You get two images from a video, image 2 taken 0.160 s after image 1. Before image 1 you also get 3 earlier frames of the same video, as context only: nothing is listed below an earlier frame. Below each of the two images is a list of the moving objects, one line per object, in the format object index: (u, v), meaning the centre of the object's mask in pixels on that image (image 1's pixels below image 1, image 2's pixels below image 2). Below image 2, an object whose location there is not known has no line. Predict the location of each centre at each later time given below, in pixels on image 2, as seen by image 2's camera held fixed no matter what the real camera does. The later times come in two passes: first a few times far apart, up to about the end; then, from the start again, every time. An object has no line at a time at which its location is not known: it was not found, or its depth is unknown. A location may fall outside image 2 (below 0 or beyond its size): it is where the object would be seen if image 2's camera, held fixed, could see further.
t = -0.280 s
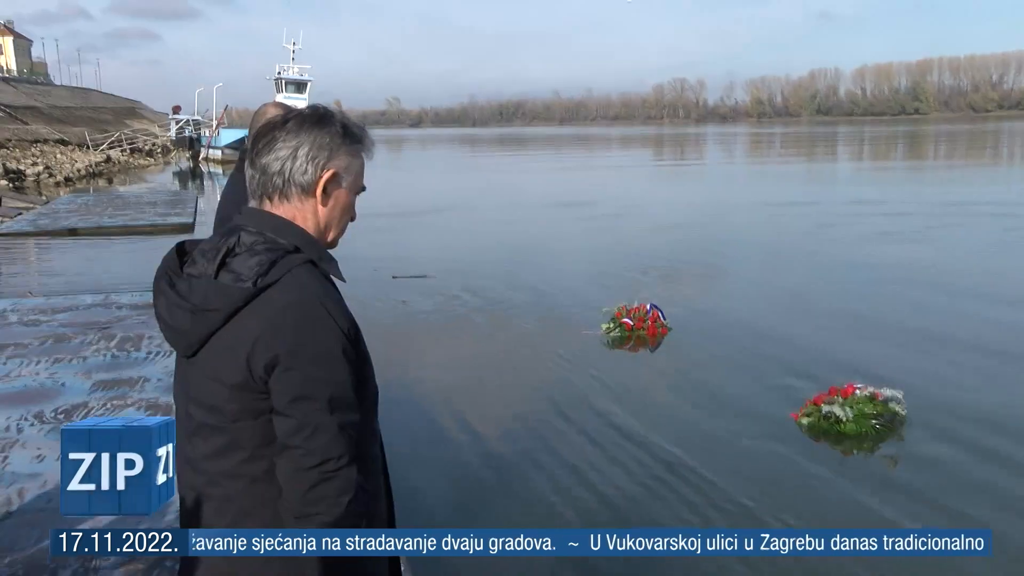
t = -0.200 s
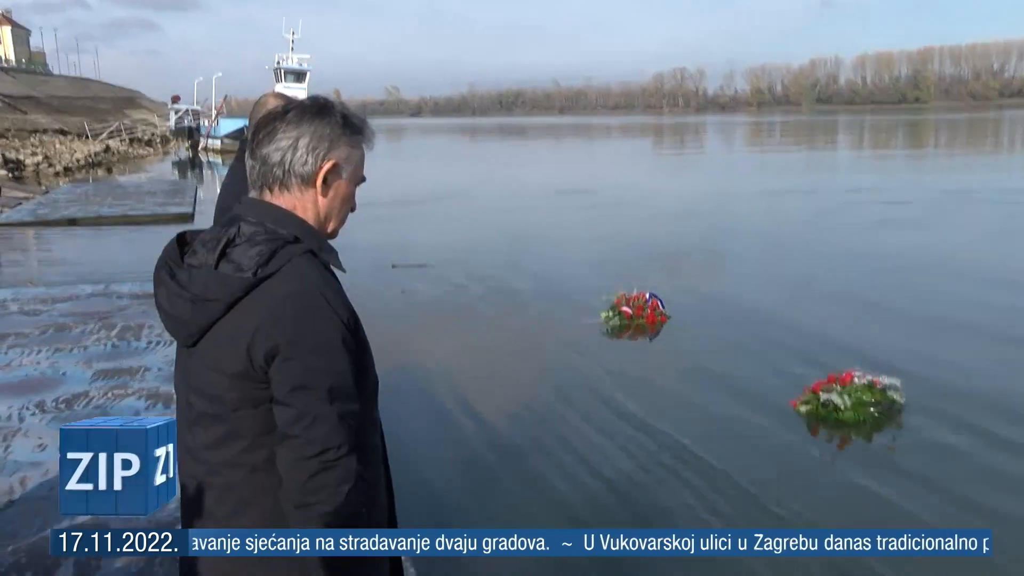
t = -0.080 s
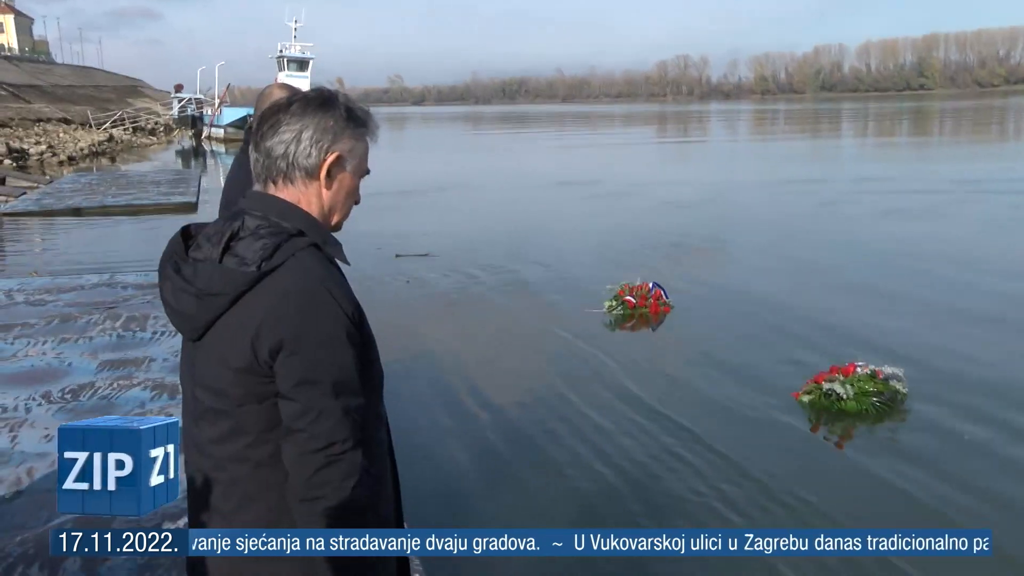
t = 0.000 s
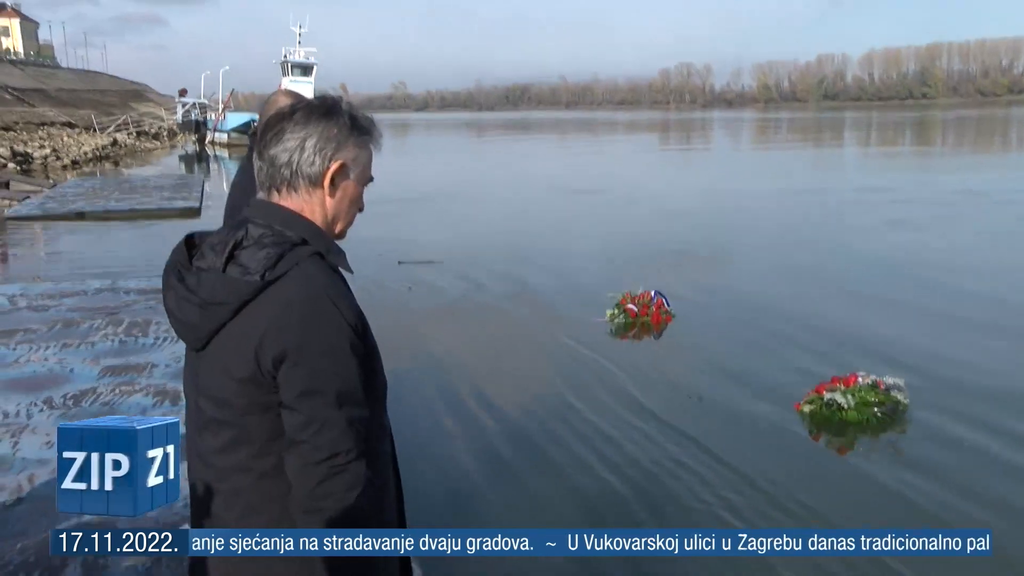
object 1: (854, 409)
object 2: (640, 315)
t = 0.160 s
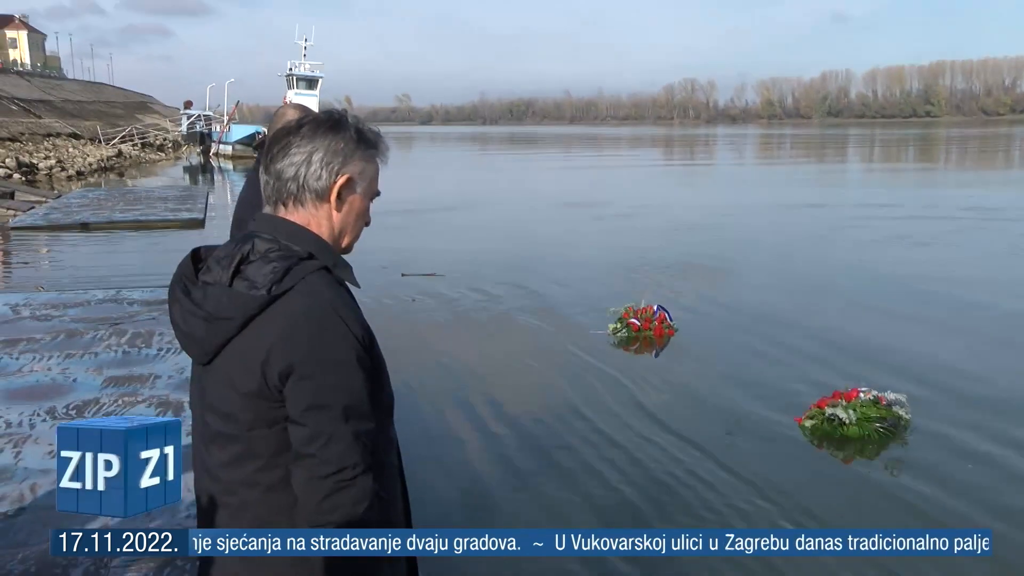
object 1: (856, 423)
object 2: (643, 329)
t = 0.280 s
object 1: (857, 422)
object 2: (642, 329)
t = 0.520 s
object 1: (850, 419)
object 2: (640, 326)
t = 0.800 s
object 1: (846, 419)
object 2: (638, 326)
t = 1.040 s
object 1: (844, 420)
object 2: (637, 326)
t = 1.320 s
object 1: (839, 417)
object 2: (637, 325)
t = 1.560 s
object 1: (837, 416)
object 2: (636, 325)
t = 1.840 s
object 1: (830, 414)
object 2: (633, 325)
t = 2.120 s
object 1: (828, 410)
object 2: (632, 322)
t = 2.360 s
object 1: (823, 411)
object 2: (631, 322)
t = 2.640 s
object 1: (818, 410)
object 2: (629, 321)
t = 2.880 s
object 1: (814, 408)
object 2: (627, 319)
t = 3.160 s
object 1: (812, 407)
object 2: (626, 319)
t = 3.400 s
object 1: (810, 408)
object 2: (624, 320)
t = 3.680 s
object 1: (808, 403)
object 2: (626, 318)
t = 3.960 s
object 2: (623, 318)
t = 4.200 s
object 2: (623, 317)
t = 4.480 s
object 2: (621, 315)
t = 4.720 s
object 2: (620, 314)
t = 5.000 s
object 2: (618, 314)
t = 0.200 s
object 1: (856, 422)
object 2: (642, 329)
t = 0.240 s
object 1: (857, 422)
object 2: (642, 329)
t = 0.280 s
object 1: (857, 422)
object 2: (642, 329)
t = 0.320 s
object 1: (856, 421)
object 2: (641, 328)
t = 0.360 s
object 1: (856, 421)
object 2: (641, 328)
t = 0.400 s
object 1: (854, 421)
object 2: (641, 328)
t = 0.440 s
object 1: (852, 421)
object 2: (640, 328)
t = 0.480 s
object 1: (851, 420)
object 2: (640, 327)
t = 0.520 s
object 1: (850, 419)
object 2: (640, 326)
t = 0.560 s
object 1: (849, 419)
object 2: (640, 326)
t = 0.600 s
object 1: (849, 419)
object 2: (639, 326)
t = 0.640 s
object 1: (848, 419)
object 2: (639, 326)
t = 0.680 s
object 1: (847, 420)
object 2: (639, 327)
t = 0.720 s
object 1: (847, 420)
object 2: (639, 326)
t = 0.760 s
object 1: (847, 420)
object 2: (639, 326)
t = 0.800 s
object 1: (846, 419)
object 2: (638, 326)
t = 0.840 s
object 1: (846, 419)
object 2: (638, 326)
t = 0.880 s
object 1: (846, 419)
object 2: (638, 326)
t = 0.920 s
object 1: (845, 418)
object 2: (638, 326)
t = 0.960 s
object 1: (845, 418)
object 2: (638, 326)
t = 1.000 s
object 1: (845, 419)
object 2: (638, 326)
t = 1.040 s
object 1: (844, 420)
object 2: (637, 326)
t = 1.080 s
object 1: (844, 420)
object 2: (637, 326)
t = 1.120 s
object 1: (844, 420)
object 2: (637, 326)
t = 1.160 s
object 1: (842, 419)
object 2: (637, 326)
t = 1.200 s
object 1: (841, 419)
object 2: (637, 326)
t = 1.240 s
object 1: (841, 418)
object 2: (637, 326)
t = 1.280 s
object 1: (840, 418)
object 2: (637, 326)
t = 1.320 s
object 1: (839, 417)
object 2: (637, 325)
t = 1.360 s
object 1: (839, 417)
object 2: (637, 325)
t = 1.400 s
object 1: (839, 417)
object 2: (637, 325)
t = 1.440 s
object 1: (839, 416)
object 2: (636, 326)
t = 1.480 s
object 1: (839, 416)
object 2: (636, 325)
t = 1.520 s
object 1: (838, 416)
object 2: (636, 325)
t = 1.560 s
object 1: (837, 416)
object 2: (636, 325)
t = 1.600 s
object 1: (836, 416)
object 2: (635, 325)
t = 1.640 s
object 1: (834, 416)
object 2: (635, 325)
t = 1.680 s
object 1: (833, 415)
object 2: (634, 325)
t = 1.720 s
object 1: (832, 415)
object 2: (634, 325)
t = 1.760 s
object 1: (831, 415)
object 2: (634, 324)
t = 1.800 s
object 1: (831, 414)
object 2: (633, 325)
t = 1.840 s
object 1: (830, 414)
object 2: (633, 325)
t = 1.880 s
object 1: (830, 413)
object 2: (633, 325)
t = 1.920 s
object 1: (829, 412)
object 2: (633, 324)
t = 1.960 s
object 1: (830, 411)
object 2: (633, 324)
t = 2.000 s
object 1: (830, 411)
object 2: (633, 324)
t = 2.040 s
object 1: (829, 410)
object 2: (632, 323)
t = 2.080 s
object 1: (829, 410)
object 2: (632, 323)
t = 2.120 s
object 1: (828, 410)
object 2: (632, 322)
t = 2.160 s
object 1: (826, 412)
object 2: (632, 322)
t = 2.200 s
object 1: (825, 412)
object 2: (632, 322)
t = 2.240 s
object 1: (825, 412)
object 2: (631, 322)
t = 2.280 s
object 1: (824, 412)
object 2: (631, 322)
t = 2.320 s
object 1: (823, 412)
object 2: (630, 322)
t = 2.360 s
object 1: (823, 411)
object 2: (631, 322)
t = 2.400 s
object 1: (822, 411)
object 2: (630, 322)
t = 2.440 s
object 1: (822, 411)
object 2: (630, 322)
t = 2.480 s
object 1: (821, 411)
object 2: (630, 321)
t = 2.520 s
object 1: (820, 411)
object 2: (629, 322)
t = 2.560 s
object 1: (819, 411)
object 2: (629, 322)
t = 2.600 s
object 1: (819, 410)
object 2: (629, 321)
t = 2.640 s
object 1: (818, 410)
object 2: (629, 321)
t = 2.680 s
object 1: (818, 410)
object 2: (628, 321)
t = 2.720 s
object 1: (817, 409)
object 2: (628, 321)
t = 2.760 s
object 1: (817, 408)
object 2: (628, 320)
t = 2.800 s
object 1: (816, 407)
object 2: (628, 320)
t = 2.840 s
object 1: (816, 407)
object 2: (627, 320)
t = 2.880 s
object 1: (814, 408)
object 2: (627, 319)
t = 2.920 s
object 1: (813, 406)
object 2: (627, 319)
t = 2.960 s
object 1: (813, 408)
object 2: (627, 319)
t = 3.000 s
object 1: (812, 407)
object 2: (627, 319)
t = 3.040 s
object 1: (812, 407)
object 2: (626, 319)
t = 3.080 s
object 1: (812, 407)
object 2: (626, 319)
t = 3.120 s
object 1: (812, 406)
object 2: (626, 319)
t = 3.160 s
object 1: (812, 407)
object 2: (626, 319)
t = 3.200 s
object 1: (811, 408)
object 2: (625, 319)
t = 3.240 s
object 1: (812, 407)
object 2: (626, 319)
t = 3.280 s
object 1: (810, 410)
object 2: (625, 320)
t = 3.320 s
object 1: (810, 409)
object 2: (625, 320)
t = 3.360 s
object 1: (810, 409)
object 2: (624, 320)
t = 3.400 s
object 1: (810, 408)
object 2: (624, 320)
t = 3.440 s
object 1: (810, 407)
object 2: (625, 320)
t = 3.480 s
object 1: (809, 407)
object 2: (625, 320)
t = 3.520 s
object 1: (809, 406)
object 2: (625, 320)
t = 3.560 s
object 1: (809, 406)
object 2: (626, 320)
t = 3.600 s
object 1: (809, 405)
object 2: (626, 319)
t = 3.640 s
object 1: (809, 404)
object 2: (626, 319)
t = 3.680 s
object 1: (808, 403)
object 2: (626, 318)
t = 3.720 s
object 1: (808, 403)
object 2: (625, 318)
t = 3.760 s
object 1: (807, 403)
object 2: (625, 318)
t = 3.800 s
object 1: (806, 401)
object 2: (624, 318)
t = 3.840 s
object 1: (803, 402)
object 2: (624, 318)
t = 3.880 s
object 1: (802, 402)
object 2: (624, 318)
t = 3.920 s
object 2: (624, 318)
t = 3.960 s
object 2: (623, 318)
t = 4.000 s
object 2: (623, 317)
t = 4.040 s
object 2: (623, 317)
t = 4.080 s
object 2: (623, 317)
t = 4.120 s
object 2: (623, 317)
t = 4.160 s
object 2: (623, 317)
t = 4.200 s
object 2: (623, 317)
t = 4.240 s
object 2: (622, 317)
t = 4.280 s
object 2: (623, 317)
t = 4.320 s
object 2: (622, 316)
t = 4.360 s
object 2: (621, 316)
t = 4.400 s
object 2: (621, 315)
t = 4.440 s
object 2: (621, 315)
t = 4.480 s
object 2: (621, 315)
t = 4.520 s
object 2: (620, 315)
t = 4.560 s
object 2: (620, 315)
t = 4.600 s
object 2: (620, 315)
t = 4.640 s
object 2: (620, 315)
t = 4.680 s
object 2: (620, 315)
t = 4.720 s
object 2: (620, 314)
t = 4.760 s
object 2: (619, 314)
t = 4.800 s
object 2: (619, 314)
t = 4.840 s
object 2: (619, 314)
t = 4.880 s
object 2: (619, 314)
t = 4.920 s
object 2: (619, 314)
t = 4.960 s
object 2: (619, 314)
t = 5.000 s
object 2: (618, 314)
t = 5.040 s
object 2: (618, 314)
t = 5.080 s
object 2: (618, 314)
